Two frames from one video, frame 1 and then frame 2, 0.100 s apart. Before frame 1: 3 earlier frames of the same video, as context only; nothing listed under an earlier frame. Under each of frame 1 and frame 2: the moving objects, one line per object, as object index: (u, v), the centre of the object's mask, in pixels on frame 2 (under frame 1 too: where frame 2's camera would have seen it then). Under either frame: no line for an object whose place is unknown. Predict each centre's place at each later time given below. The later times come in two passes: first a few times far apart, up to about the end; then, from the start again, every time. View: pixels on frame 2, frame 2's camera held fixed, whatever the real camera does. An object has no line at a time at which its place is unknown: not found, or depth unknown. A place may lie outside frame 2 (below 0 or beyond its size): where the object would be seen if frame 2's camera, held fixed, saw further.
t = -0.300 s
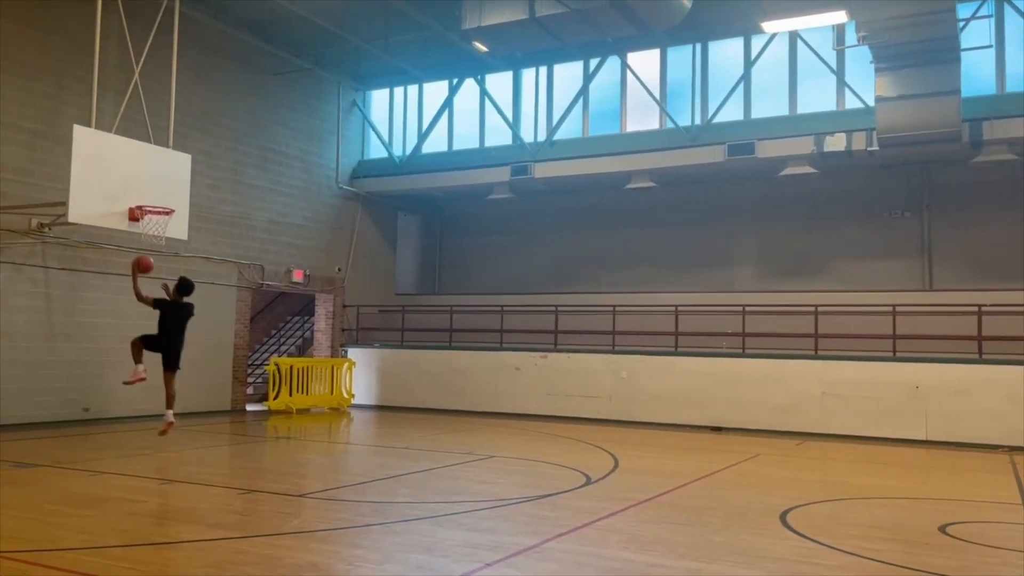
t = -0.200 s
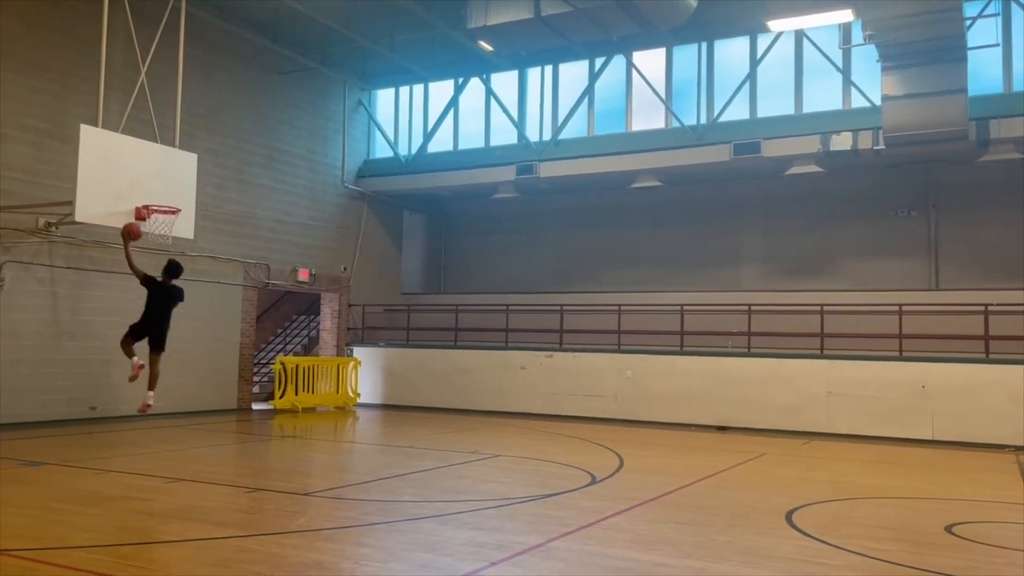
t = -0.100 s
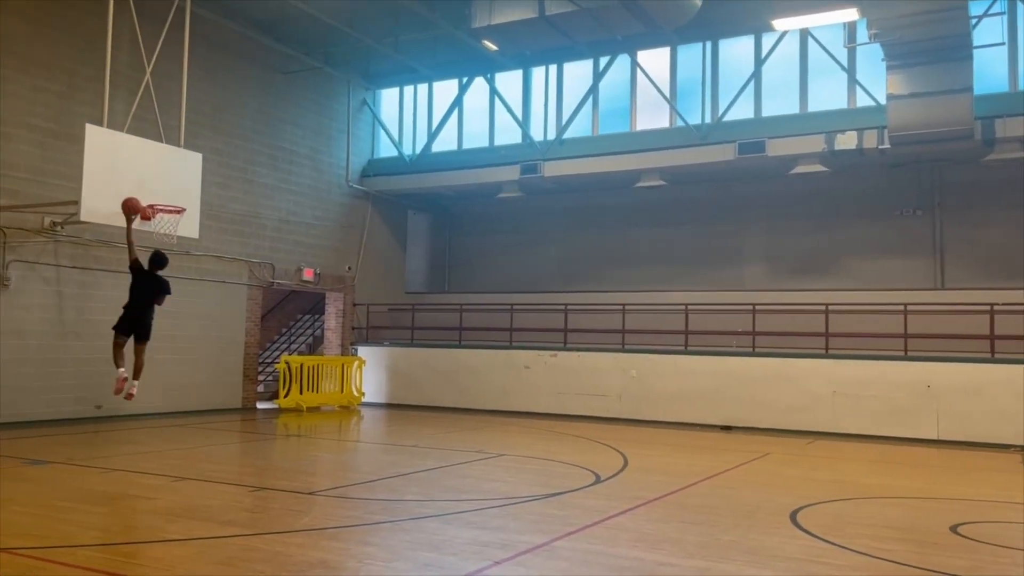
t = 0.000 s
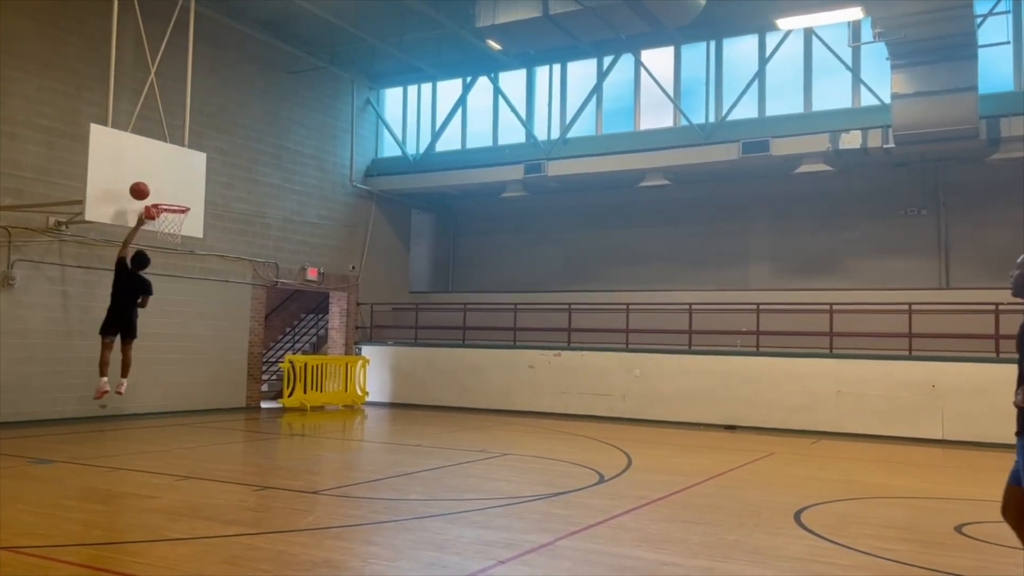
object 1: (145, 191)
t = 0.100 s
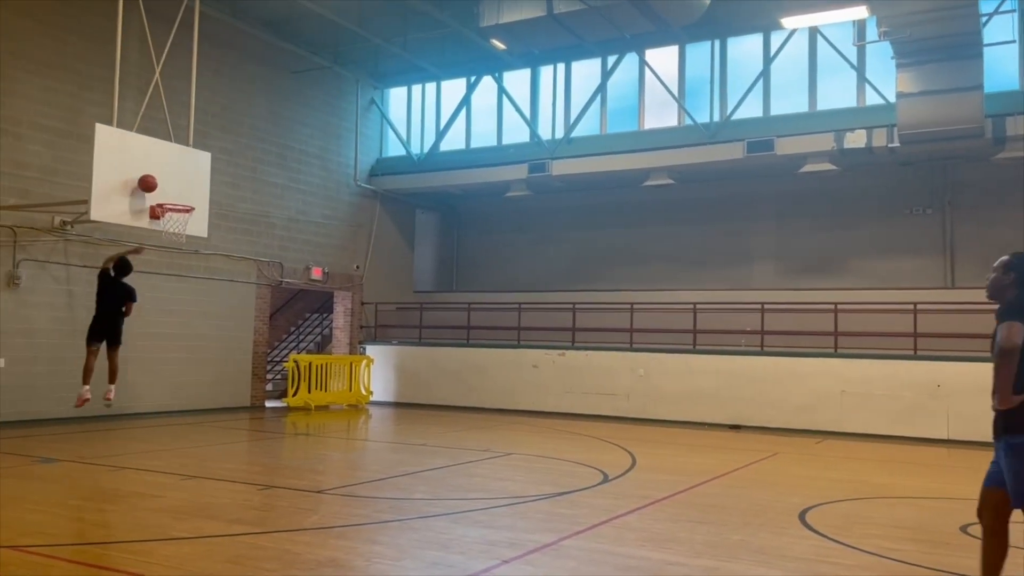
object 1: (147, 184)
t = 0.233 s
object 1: (161, 185)
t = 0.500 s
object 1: (175, 214)
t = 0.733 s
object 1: (161, 225)
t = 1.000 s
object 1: (156, 266)
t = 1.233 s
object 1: (149, 343)
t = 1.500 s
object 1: (145, 399)
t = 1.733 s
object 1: (153, 334)
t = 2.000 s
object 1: (158, 309)
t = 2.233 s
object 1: (161, 329)
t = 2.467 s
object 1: (161, 386)
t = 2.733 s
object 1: (163, 385)
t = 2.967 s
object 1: (166, 354)
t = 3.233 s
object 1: (167, 364)
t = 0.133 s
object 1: (148, 183)
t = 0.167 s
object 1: (152, 183)
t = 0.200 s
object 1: (157, 184)
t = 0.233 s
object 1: (161, 185)
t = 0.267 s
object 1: (166, 188)
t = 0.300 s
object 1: (170, 191)
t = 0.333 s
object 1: (175, 195)
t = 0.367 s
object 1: (179, 198)
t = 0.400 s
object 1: (184, 205)
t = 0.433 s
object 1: (182, 208)
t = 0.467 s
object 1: (178, 211)
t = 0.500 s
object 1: (175, 214)
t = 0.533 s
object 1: (171, 218)
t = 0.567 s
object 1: (169, 222)
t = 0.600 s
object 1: (167, 222)
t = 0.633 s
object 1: (164, 222)
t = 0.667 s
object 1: (163, 222)
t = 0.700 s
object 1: (162, 223)
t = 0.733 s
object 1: (161, 225)
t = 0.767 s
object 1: (160, 228)
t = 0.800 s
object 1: (160, 231)
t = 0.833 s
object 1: (159, 235)
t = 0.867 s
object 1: (159, 239)
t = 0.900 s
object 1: (158, 245)
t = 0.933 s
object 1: (158, 251)
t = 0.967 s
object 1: (157, 258)
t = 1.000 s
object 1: (156, 266)
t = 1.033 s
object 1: (155, 274)
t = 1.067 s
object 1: (154, 284)
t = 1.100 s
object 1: (153, 294)
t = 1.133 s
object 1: (152, 305)
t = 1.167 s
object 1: (151, 317)
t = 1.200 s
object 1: (150, 330)
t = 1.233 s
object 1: (149, 343)
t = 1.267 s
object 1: (148, 358)
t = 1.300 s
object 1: (146, 373)
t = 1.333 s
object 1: (145, 389)
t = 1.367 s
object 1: (143, 405)
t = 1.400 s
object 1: (142, 423)
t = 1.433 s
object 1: (142, 426)
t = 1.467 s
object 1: (143, 412)
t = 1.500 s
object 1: (145, 399)
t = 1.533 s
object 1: (146, 387)
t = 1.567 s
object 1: (147, 376)
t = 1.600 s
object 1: (149, 366)
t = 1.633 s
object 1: (150, 357)
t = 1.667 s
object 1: (151, 348)
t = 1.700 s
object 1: (152, 340)
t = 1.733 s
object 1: (153, 334)
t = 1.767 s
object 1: (153, 328)
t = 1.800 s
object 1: (155, 322)
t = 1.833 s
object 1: (155, 318)
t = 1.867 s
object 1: (156, 315)
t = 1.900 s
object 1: (157, 312)
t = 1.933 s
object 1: (157, 310)
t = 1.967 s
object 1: (158, 309)
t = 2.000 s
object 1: (158, 309)
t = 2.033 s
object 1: (159, 309)
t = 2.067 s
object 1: (159, 311)
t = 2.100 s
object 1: (160, 313)
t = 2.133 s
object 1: (160, 316)
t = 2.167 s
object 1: (160, 319)
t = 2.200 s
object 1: (160, 324)
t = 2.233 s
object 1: (161, 329)
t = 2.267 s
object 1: (161, 335)
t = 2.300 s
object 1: (161, 342)
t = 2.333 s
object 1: (161, 349)
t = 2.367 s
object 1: (161, 357)
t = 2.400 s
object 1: (161, 366)
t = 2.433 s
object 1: (161, 376)
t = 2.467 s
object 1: (161, 386)
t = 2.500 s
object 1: (161, 397)
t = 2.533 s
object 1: (160, 410)
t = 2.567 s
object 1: (160, 423)
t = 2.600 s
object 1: (161, 420)
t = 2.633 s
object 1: (161, 410)
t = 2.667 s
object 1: (162, 400)
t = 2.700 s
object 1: (163, 392)
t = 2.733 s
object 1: (163, 385)
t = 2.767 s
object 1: (164, 378)
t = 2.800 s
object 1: (164, 372)
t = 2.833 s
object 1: (165, 366)
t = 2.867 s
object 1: (165, 362)
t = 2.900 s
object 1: (166, 359)
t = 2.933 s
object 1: (166, 356)
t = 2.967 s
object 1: (166, 354)
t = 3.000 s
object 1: (167, 352)
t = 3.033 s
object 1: (167, 351)
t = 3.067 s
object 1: (167, 352)
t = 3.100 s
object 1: (167, 353)
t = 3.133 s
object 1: (167, 354)
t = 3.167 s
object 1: (167, 357)
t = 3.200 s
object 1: (167, 360)
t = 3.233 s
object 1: (167, 364)
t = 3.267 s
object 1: (167, 369)
